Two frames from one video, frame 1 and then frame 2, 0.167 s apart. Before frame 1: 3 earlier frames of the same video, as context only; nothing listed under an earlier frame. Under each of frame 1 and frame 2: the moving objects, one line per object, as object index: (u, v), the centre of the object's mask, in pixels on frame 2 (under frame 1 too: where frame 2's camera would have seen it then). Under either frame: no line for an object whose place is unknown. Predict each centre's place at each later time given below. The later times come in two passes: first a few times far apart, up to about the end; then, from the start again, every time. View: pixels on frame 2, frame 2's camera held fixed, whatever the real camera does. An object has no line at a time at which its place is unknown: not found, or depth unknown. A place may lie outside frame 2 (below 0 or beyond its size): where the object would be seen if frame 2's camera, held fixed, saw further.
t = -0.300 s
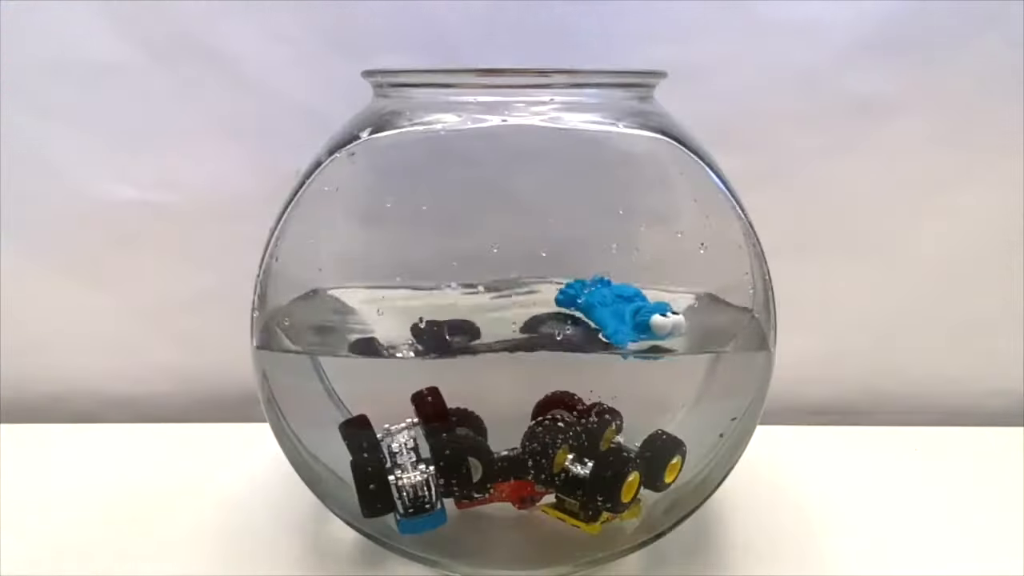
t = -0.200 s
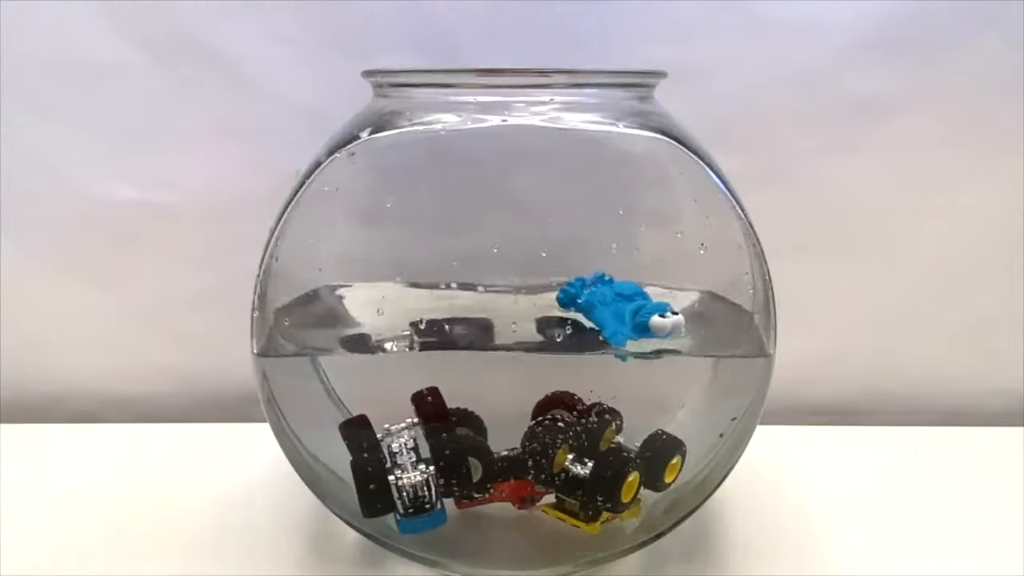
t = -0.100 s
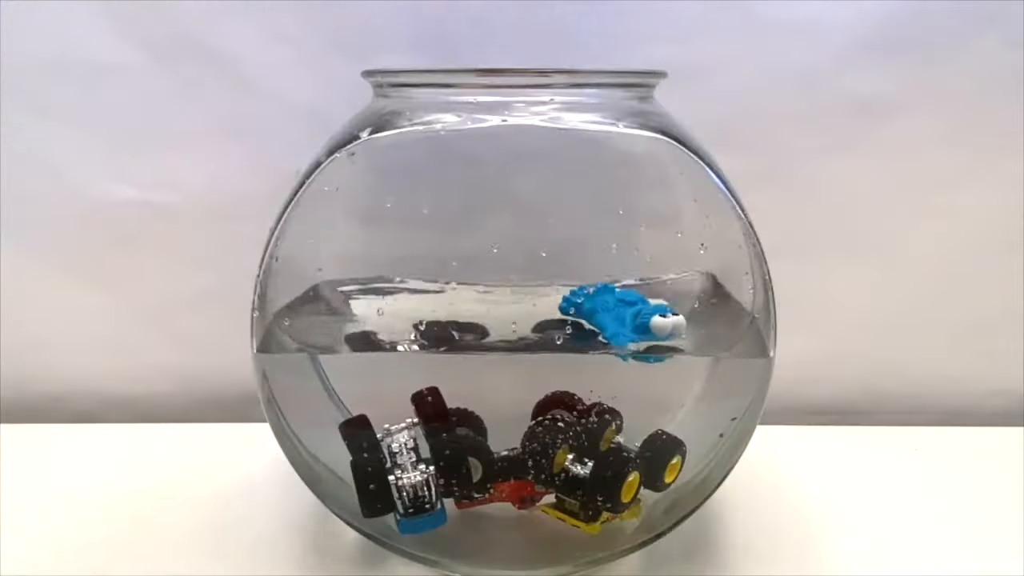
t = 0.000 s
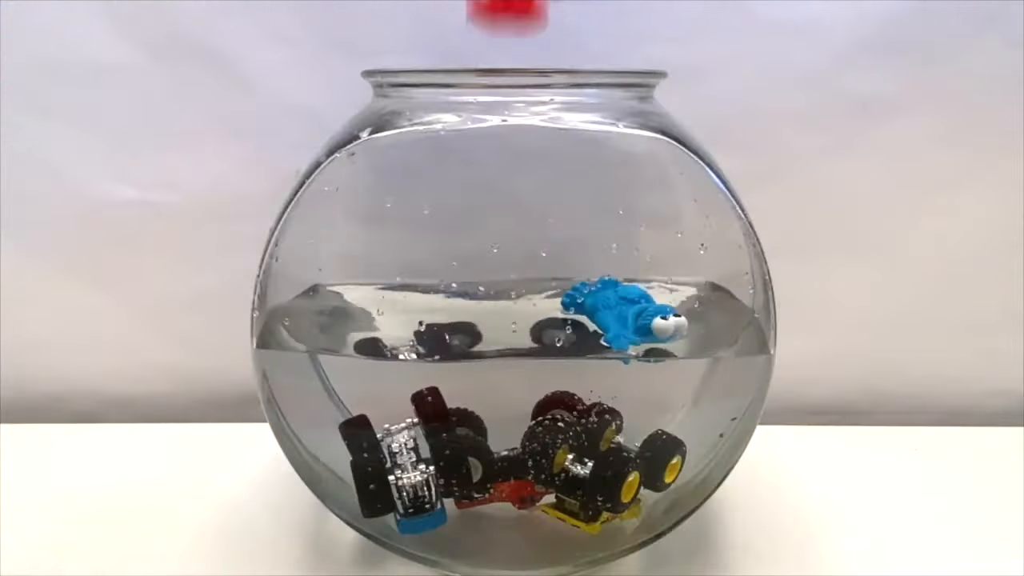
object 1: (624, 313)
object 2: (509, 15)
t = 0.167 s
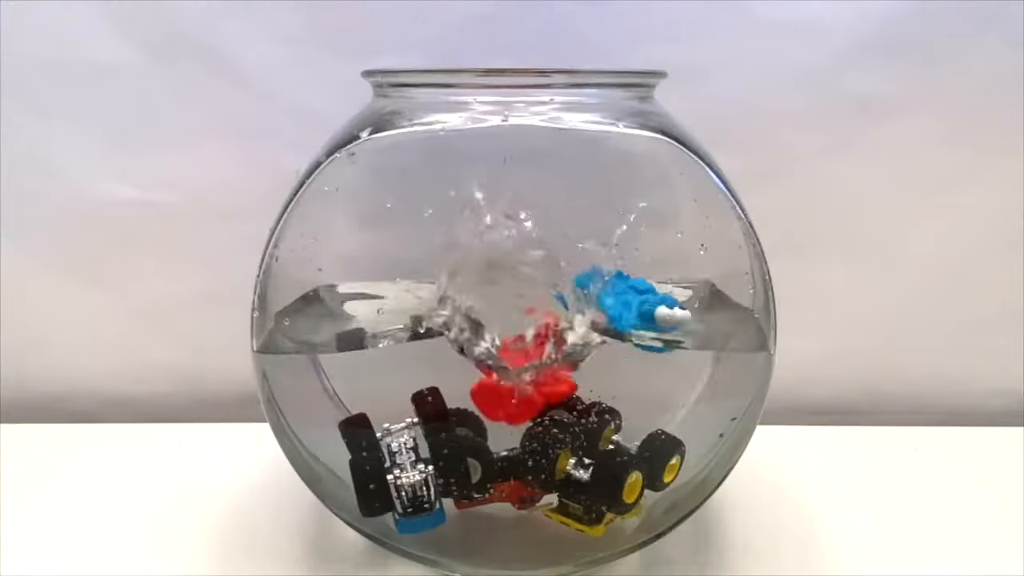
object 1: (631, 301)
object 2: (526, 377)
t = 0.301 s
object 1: (635, 325)
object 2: (521, 288)
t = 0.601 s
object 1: (670, 325)
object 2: (527, 295)
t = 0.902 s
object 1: (691, 312)
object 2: (531, 287)
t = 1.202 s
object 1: (690, 310)
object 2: (531, 289)
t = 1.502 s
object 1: (692, 308)
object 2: (541, 300)
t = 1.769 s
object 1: (686, 312)
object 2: (554, 299)
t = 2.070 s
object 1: (685, 312)
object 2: (564, 297)
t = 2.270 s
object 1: (687, 309)
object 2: (572, 303)
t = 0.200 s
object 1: (634, 315)
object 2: (520, 360)
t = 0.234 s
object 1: (636, 323)
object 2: (522, 327)
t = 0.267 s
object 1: (635, 322)
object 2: (524, 304)
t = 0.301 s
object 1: (635, 325)
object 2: (521, 288)
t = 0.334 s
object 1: (635, 325)
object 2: (521, 284)
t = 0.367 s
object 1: (631, 315)
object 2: (520, 289)
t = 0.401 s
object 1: (635, 311)
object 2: (523, 296)
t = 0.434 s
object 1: (644, 311)
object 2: (524, 302)
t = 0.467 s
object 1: (650, 306)
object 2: (522, 309)
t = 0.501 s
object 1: (656, 311)
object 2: (518, 319)
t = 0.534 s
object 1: (666, 328)
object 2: (521, 305)
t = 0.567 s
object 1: (669, 331)
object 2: (523, 300)
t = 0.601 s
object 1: (670, 325)
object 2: (527, 295)
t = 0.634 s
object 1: (672, 316)
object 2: (527, 290)
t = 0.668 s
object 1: (673, 309)
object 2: (528, 288)
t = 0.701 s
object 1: (673, 303)
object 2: (529, 289)
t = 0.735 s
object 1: (673, 302)
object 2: (532, 293)
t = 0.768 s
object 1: (676, 305)
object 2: (535, 294)
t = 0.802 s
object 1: (681, 309)
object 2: (536, 293)
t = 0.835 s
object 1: (684, 313)
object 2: (535, 290)
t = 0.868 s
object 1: (688, 314)
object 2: (533, 289)
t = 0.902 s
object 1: (691, 312)
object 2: (531, 287)
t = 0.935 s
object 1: (689, 307)
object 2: (529, 287)
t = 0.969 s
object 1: (688, 305)
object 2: (528, 286)
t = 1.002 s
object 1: (686, 304)
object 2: (531, 289)
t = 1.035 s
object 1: (684, 304)
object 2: (534, 292)
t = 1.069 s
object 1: (684, 305)
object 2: (537, 294)
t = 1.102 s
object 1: (686, 307)
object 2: (537, 294)
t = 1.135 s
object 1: (686, 309)
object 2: (536, 292)
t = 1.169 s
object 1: (688, 311)
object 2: (534, 291)
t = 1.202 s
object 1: (690, 310)
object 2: (531, 289)
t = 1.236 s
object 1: (691, 309)
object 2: (529, 289)
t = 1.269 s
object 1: (689, 309)
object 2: (529, 289)
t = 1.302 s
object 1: (688, 309)
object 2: (532, 289)
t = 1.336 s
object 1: (685, 307)
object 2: (538, 292)
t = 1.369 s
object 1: (684, 306)
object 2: (544, 294)
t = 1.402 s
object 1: (685, 305)
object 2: (548, 295)
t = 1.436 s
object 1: (687, 305)
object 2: (547, 297)
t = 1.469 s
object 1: (690, 307)
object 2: (545, 300)
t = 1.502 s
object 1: (692, 308)
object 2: (541, 300)
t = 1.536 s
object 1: (694, 309)
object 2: (540, 298)
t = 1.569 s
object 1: (693, 309)
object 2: (540, 296)
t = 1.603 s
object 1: (690, 308)
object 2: (543, 295)
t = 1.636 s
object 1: (686, 308)
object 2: (549, 294)
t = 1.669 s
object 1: (683, 307)
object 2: (554, 293)
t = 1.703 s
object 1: (682, 308)
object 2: (554, 293)
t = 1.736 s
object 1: (683, 310)
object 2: (555, 296)
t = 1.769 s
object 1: (686, 312)
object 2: (554, 299)
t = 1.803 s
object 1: (690, 312)
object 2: (551, 301)
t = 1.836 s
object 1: (692, 310)
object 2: (550, 302)
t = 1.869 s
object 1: (693, 308)
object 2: (551, 302)
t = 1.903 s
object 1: (691, 308)
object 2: (554, 302)
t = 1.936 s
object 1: (688, 308)
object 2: (558, 301)
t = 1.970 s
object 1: (686, 309)
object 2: (563, 300)
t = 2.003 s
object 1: (684, 310)
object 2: (562, 297)
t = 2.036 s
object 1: (684, 311)
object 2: (565, 297)
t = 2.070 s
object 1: (685, 312)
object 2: (564, 297)
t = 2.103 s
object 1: (687, 312)
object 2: (561, 298)
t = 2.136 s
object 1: (688, 311)
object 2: (561, 300)
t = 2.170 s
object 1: (689, 311)
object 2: (562, 302)
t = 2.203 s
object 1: (689, 310)
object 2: (564, 303)
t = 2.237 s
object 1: (688, 309)
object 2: (569, 304)
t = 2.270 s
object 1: (687, 309)
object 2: (572, 303)
